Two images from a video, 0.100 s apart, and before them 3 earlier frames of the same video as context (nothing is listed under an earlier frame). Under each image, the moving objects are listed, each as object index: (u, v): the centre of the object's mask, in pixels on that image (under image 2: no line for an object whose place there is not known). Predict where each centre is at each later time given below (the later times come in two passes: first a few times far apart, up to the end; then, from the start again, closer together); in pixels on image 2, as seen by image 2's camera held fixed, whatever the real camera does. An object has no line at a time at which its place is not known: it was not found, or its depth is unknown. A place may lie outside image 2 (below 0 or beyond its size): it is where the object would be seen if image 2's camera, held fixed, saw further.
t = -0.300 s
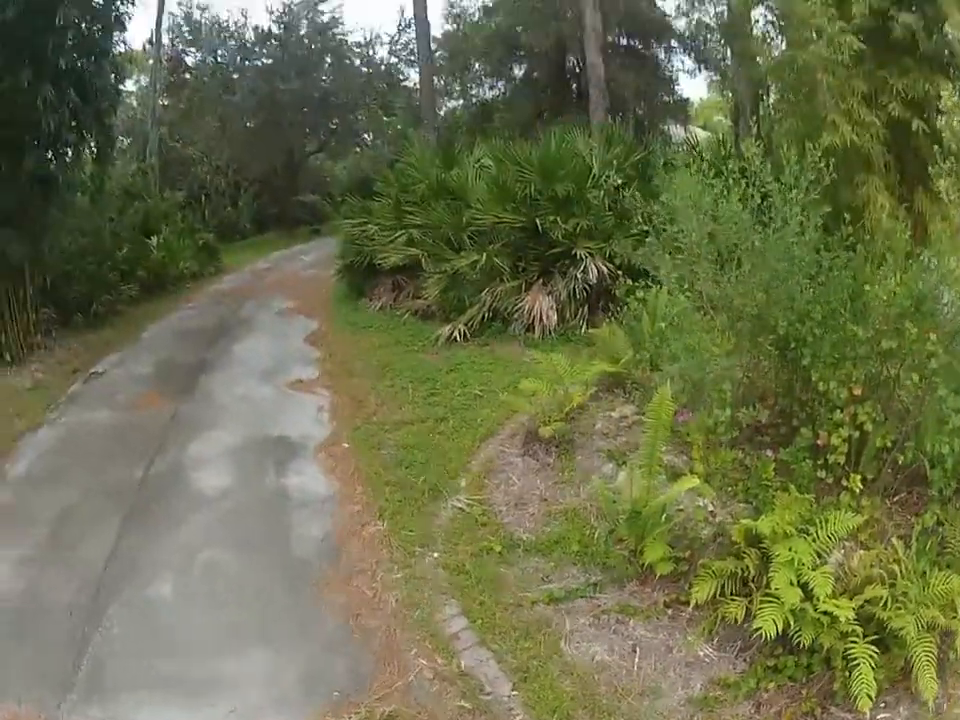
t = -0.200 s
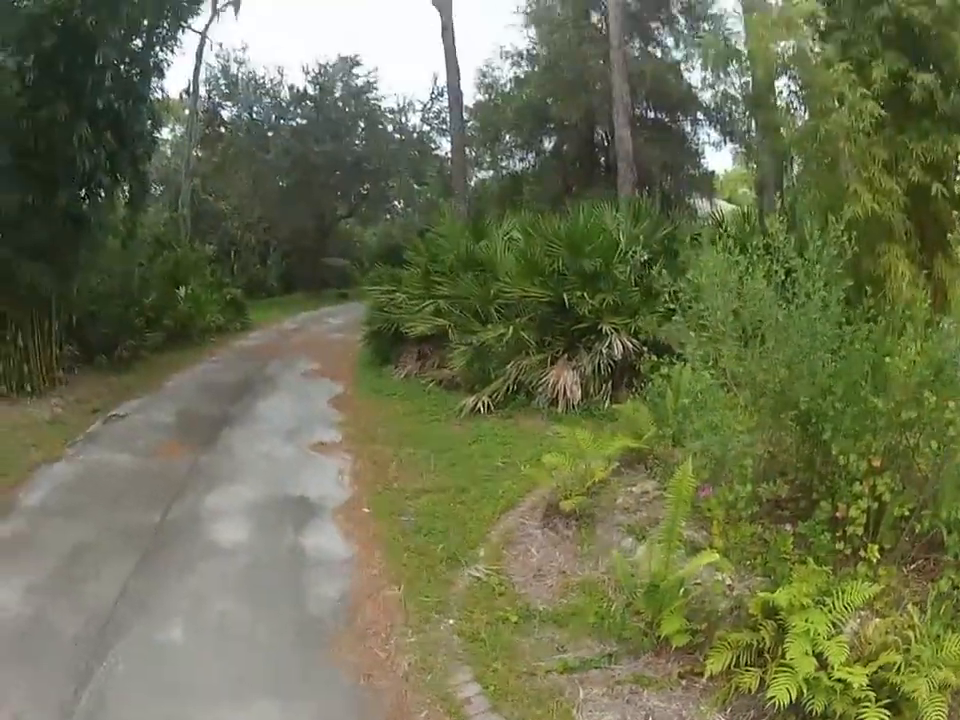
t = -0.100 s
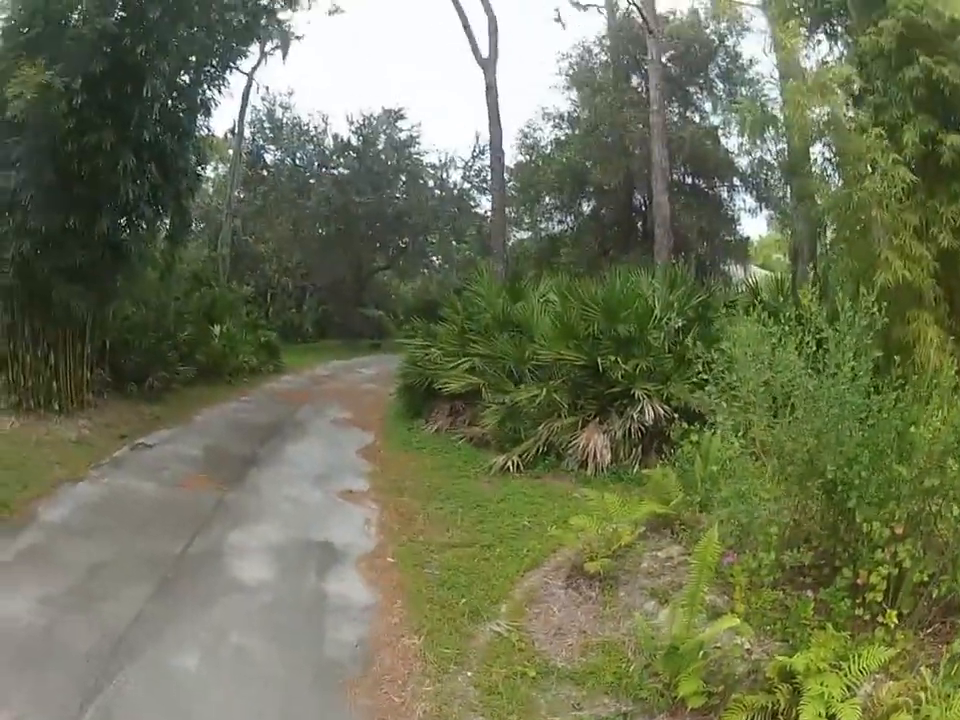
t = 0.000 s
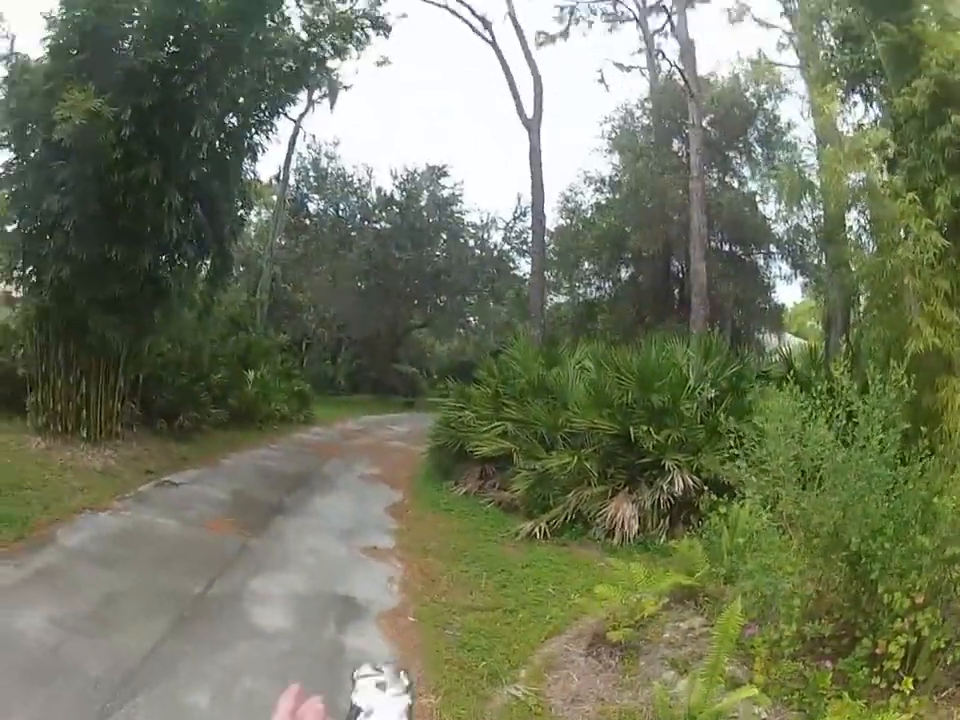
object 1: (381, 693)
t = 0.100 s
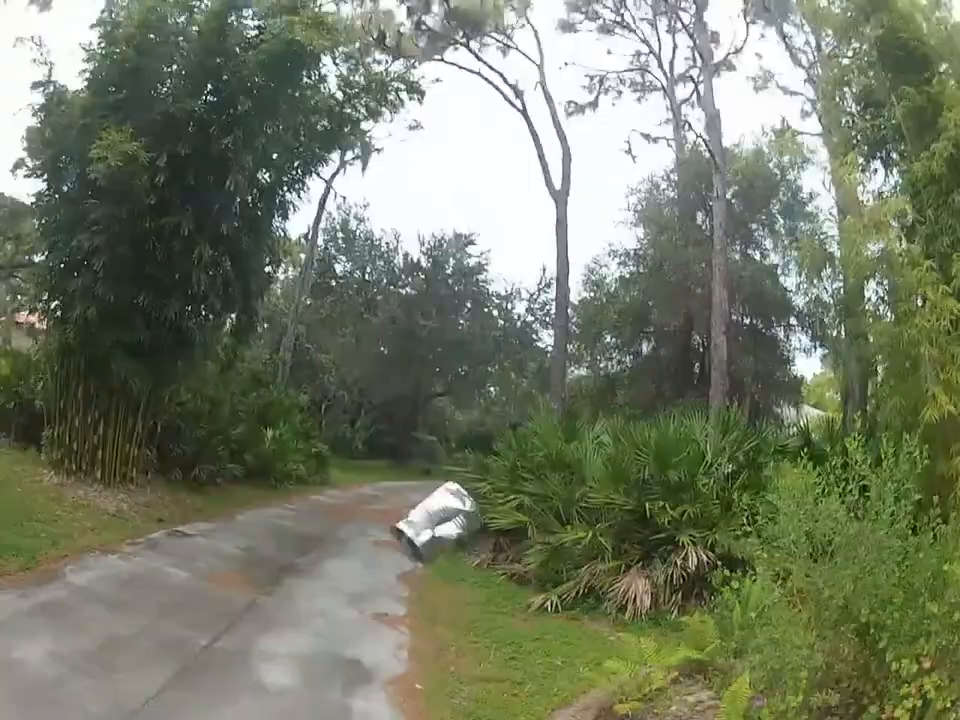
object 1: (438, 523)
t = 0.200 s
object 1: (465, 371)
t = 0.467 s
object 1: (507, 330)
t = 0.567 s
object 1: (504, 374)
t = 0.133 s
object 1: (445, 486)
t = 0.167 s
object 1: (458, 423)
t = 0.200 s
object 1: (465, 371)
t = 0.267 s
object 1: (478, 320)
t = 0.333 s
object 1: (496, 311)
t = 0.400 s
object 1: (503, 322)
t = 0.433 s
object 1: (506, 325)
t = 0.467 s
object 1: (507, 330)
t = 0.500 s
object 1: (504, 345)
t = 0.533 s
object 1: (506, 363)
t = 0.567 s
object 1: (504, 374)
